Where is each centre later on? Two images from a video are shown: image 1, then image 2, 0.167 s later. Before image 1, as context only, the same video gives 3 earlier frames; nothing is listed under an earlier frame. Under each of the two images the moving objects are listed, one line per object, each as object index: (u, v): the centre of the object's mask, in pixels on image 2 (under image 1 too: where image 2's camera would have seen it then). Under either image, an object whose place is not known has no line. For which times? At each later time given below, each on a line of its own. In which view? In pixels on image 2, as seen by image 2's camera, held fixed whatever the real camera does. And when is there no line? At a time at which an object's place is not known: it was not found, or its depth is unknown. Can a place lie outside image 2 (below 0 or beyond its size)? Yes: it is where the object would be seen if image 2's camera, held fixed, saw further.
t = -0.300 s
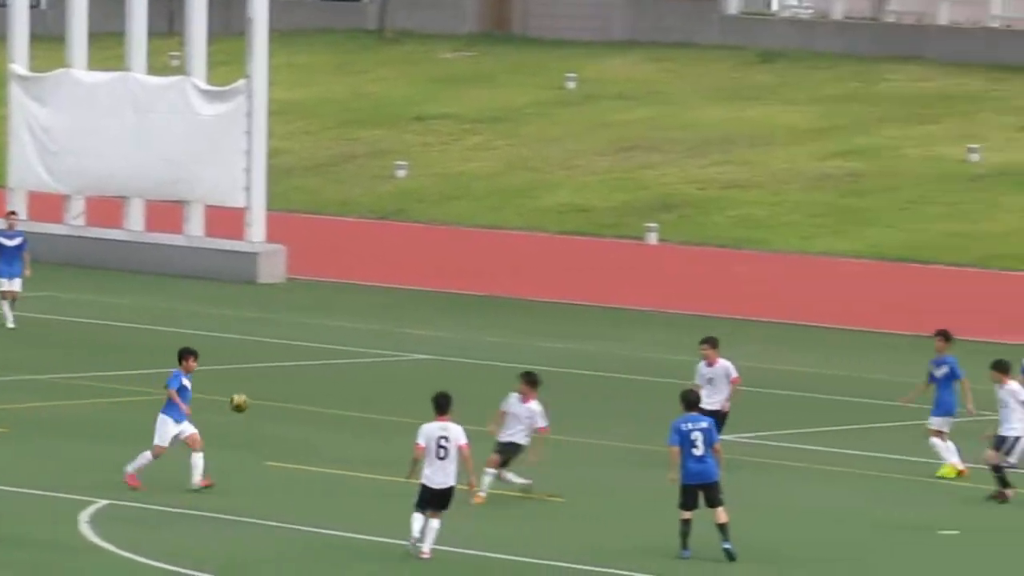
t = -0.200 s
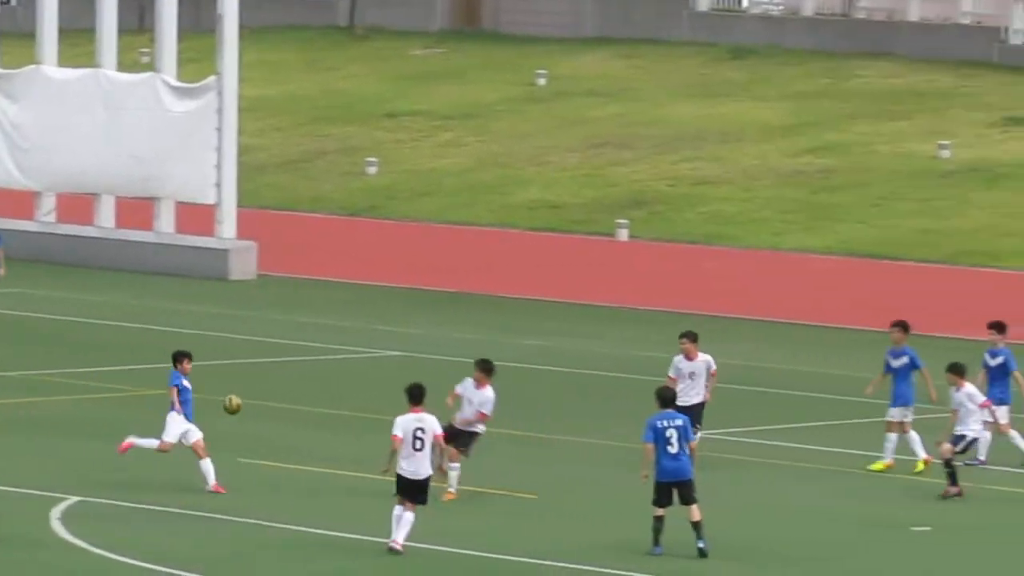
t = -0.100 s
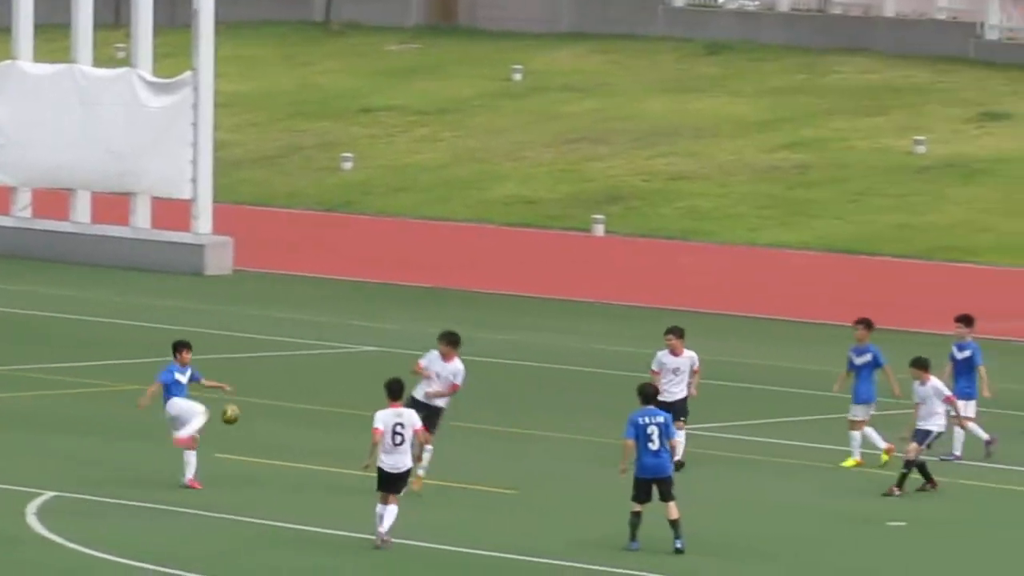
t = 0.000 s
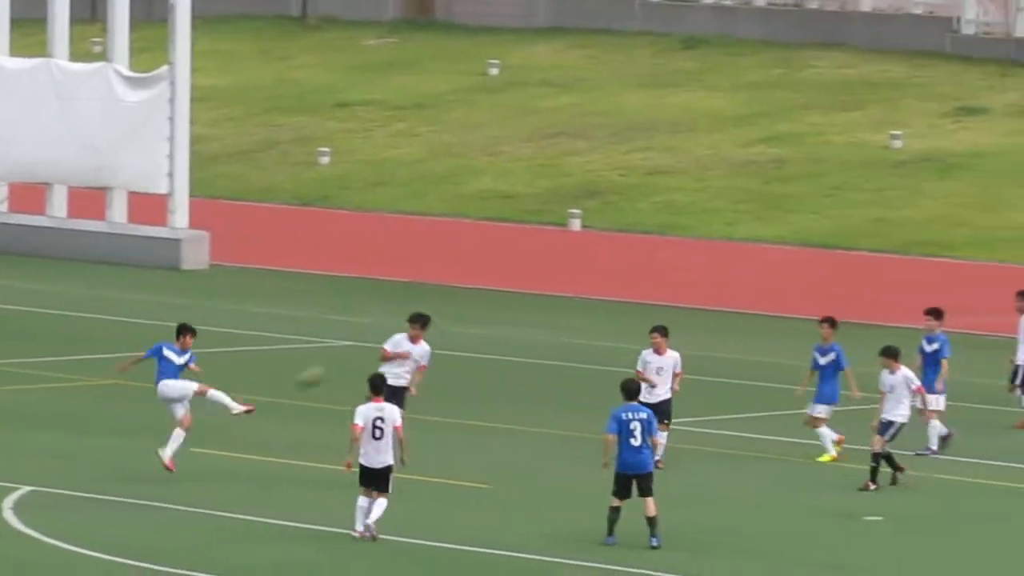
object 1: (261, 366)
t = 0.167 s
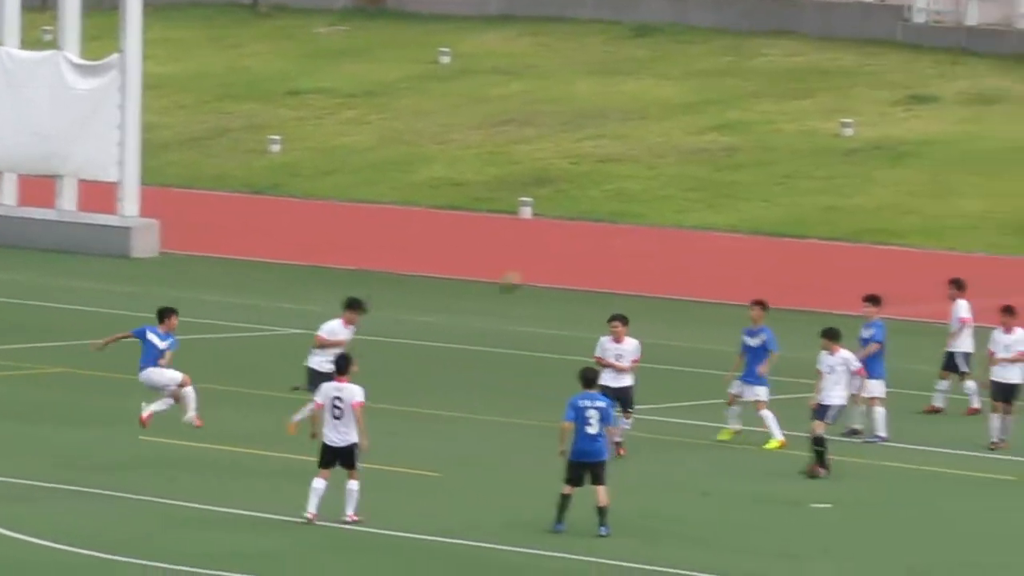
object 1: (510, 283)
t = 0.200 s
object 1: (558, 269)
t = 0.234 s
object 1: (605, 258)
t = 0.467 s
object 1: (923, 217)
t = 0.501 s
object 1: (967, 216)
